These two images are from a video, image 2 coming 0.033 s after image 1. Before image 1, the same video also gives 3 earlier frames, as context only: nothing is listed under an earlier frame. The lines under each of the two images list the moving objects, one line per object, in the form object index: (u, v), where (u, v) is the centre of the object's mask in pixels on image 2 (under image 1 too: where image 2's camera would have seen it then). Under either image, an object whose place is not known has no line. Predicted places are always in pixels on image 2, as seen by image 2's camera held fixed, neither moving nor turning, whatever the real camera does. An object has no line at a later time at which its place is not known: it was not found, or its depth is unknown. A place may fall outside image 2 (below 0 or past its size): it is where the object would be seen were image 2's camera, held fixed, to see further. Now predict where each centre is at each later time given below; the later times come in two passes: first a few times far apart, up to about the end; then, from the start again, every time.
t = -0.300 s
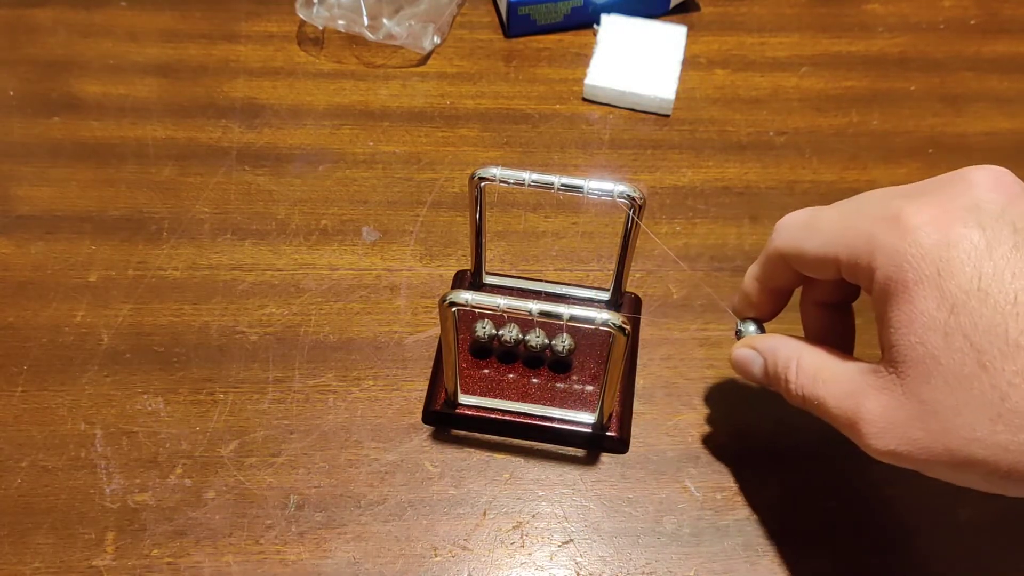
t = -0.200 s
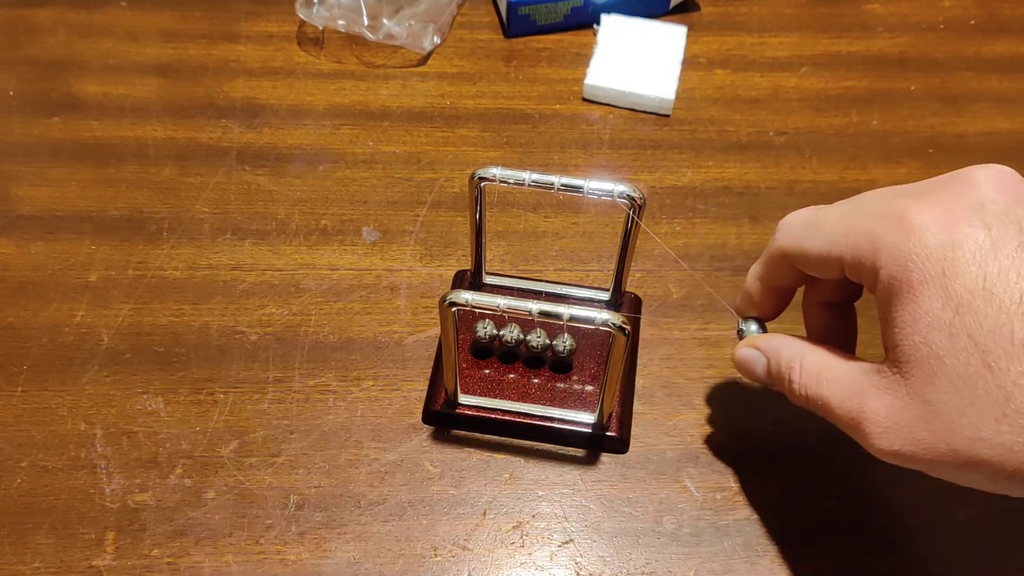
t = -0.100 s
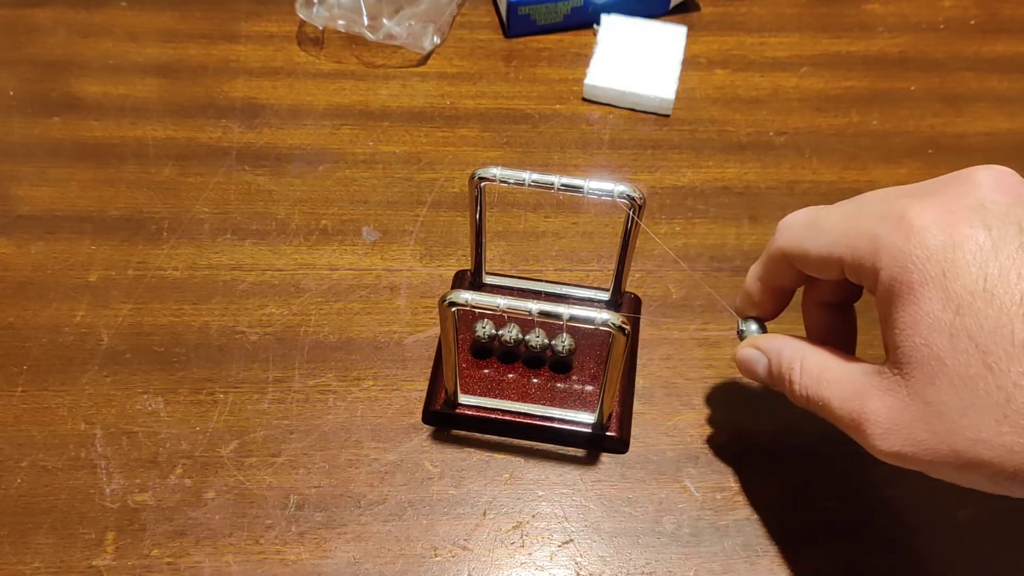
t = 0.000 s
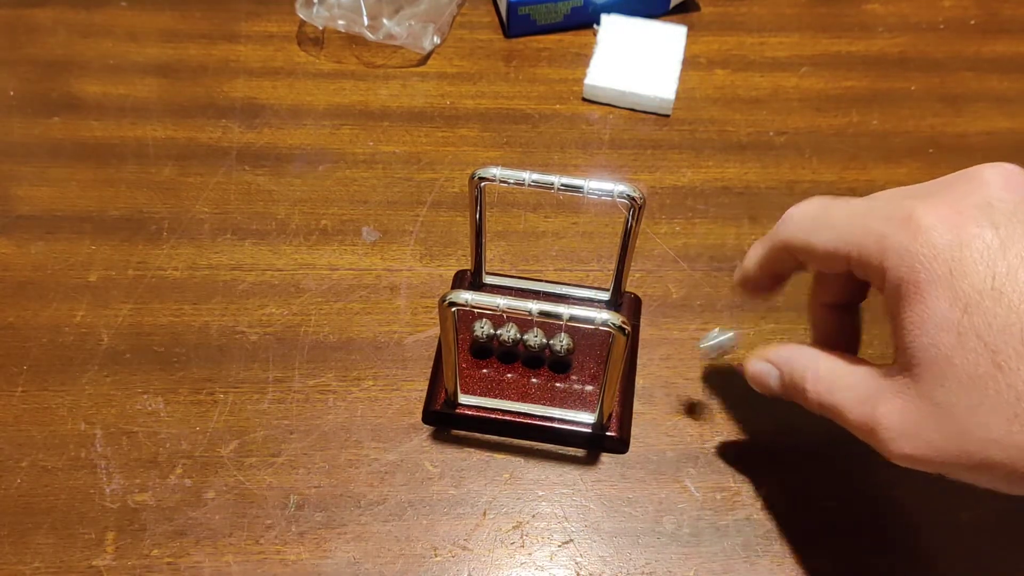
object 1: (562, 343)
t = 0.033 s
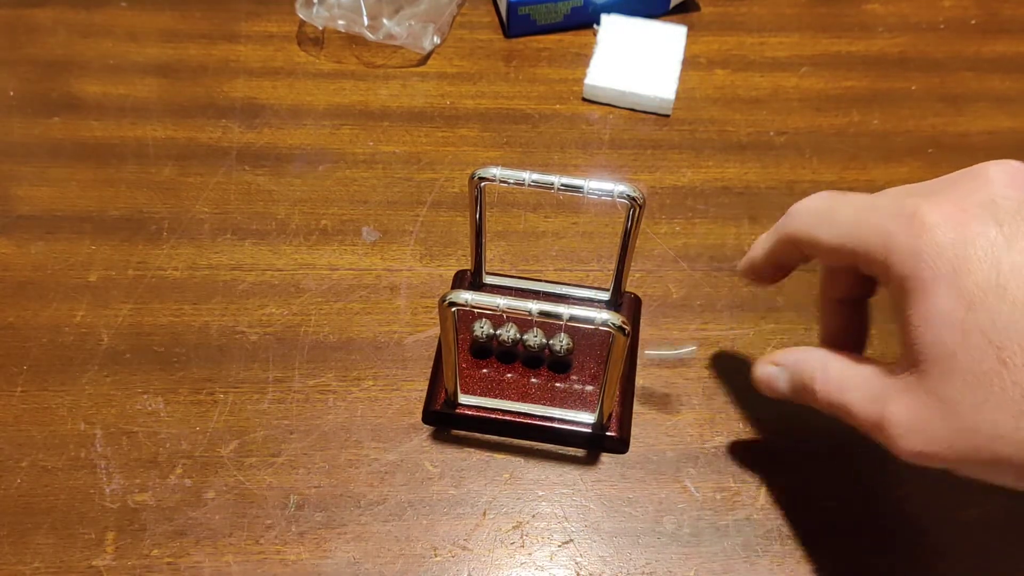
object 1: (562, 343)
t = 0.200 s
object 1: (565, 344)
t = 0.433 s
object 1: (578, 347)
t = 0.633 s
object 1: (565, 344)
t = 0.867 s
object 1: (563, 343)
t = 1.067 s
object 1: (567, 344)
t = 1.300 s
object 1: (565, 343)
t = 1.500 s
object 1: (574, 346)
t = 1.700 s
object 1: (566, 344)
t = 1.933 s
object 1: (564, 343)
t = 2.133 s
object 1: (567, 344)
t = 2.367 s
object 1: (560, 343)
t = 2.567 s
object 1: (569, 344)
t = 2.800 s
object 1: (561, 343)
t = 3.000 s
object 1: (563, 343)
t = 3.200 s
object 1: (565, 344)
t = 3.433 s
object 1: (560, 343)
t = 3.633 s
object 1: (570, 345)
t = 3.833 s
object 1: (560, 343)
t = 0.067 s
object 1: (562, 343)
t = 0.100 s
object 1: (562, 343)
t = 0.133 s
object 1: (564, 344)
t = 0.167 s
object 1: (564, 344)
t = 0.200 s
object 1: (565, 344)
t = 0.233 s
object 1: (565, 344)
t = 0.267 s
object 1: (565, 344)
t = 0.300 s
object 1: (564, 343)
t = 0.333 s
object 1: (563, 344)
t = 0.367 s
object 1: (570, 344)
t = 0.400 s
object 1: (575, 346)
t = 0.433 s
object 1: (578, 347)
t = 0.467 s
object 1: (578, 346)
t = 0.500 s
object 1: (576, 345)
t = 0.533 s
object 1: (571, 345)
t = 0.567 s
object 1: (565, 343)
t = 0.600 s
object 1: (563, 344)
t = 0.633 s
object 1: (565, 344)
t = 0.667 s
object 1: (568, 344)
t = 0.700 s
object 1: (569, 345)
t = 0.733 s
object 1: (569, 344)
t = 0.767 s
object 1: (569, 344)
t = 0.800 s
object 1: (566, 344)
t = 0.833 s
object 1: (564, 343)
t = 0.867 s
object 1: (563, 343)
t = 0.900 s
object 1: (567, 343)
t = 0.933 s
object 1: (574, 345)
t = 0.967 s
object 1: (575, 346)
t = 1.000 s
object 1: (574, 346)
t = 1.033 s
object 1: (571, 345)
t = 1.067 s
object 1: (567, 344)
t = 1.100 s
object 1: (564, 344)
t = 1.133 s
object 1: (564, 343)
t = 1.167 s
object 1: (566, 344)
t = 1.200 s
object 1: (567, 344)
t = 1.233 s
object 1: (567, 343)
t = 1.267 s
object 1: (567, 343)
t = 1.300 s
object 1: (565, 343)
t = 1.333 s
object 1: (563, 343)
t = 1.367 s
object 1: (562, 343)
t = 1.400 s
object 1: (564, 343)
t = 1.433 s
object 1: (566, 343)
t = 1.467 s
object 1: (574, 345)
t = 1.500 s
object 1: (574, 346)
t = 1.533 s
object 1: (572, 346)
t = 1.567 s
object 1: (569, 343)
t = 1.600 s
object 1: (566, 343)
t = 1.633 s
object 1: (565, 344)
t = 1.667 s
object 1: (566, 343)
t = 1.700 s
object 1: (566, 344)
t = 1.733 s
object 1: (565, 343)
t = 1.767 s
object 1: (565, 343)
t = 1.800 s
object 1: (564, 343)
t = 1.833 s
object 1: (563, 343)
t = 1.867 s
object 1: (561, 343)
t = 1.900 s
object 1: (562, 343)
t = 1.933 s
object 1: (564, 343)
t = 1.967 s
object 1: (566, 343)
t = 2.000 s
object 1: (571, 344)
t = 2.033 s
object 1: (571, 345)
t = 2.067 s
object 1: (569, 345)
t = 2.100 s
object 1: (567, 344)
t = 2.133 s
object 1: (567, 344)
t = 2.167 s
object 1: (567, 344)
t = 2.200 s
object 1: (567, 344)
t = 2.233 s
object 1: (565, 344)
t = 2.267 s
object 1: (563, 343)
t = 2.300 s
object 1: (561, 343)
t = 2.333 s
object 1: (559, 343)
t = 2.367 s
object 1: (560, 343)
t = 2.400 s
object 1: (561, 343)
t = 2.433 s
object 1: (562, 343)
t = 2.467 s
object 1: (564, 343)
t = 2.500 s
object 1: (565, 343)
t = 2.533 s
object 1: (569, 344)
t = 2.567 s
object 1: (569, 344)
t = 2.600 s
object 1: (567, 345)
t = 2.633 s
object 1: (567, 344)
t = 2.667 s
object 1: (567, 344)
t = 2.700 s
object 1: (565, 344)
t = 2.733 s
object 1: (563, 343)
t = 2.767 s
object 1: (562, 344)
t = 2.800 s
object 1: (561, 343)
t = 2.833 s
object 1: (560, 343)
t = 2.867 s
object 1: (560, 343)
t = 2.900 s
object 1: (559, 343)
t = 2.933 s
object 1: (560, 343)
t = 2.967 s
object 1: (562, 343)
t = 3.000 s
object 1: (563, 343)
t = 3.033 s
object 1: (564, 343)
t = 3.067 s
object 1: (568, 344)
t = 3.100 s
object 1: (568, 344)
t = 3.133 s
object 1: (568, 344)
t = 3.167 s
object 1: (567, 344)
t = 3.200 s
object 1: (565, 344)
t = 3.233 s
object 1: (563, 343)
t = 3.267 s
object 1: (561, 343)
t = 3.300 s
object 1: (559, 343)
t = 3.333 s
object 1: (559, 343)
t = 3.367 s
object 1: (559, 343)
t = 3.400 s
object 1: (559, 343)
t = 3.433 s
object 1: (560, 343)
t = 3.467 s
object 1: (562, 343)
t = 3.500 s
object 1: (563, 343)
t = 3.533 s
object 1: (565, 344)
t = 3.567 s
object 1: (568, 344)
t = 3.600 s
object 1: (570, 344)
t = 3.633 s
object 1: (570, 345)
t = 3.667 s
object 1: (570, 345)
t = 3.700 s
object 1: (569, 344)
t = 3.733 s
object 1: (566, 344)
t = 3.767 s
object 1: (562, 343)
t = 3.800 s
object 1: (561, 343)
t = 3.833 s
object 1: (560, 343)
